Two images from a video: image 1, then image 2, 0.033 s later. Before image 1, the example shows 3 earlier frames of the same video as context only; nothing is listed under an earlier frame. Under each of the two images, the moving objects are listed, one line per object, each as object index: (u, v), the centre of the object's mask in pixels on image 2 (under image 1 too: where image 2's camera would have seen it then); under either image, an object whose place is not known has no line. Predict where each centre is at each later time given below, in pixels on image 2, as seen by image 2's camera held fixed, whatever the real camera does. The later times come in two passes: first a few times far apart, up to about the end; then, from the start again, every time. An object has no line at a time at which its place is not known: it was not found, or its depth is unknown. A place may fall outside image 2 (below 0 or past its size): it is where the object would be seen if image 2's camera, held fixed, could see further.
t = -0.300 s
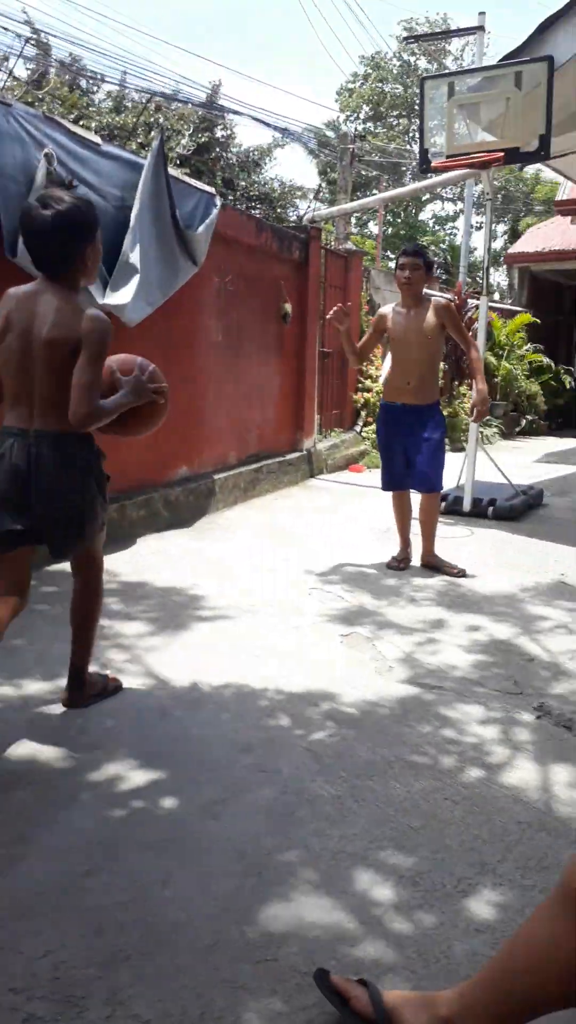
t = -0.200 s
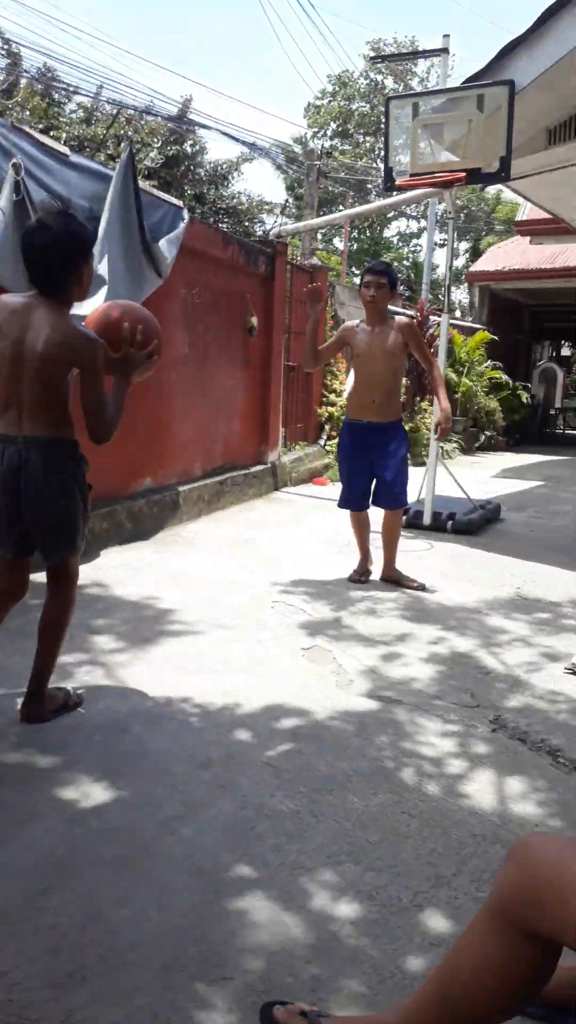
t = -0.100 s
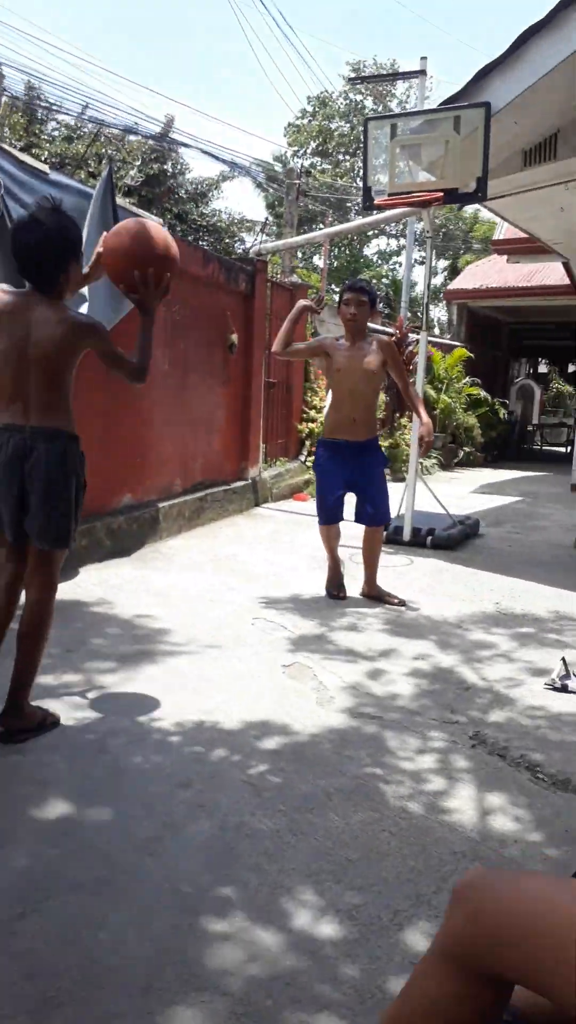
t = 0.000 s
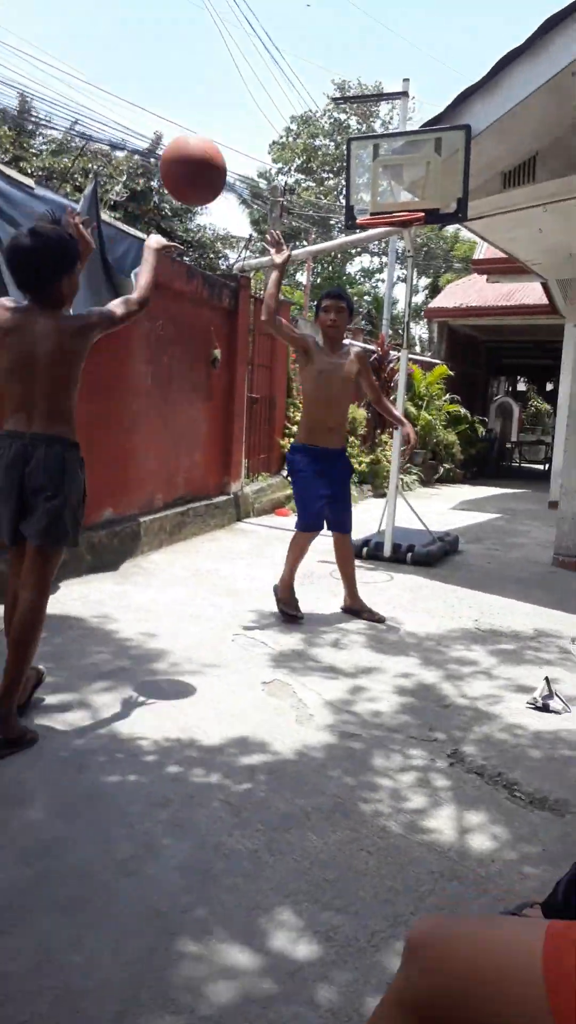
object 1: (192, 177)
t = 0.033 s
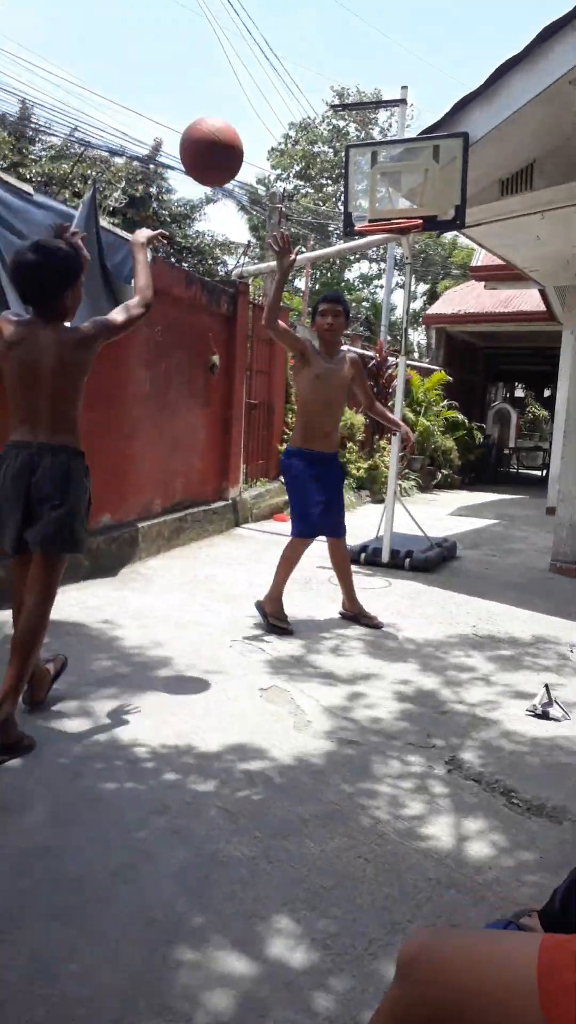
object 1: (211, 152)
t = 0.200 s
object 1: (287, 91)
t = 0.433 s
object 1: (351, 117)
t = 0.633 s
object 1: (383, 196)
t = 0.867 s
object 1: (399, 209)
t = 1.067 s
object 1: (423, 209)
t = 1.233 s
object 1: (440, 253)
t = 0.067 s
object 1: (229, 132)
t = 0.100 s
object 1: (246, 118)
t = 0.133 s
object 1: (261, 105)
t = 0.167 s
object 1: (275, 96)
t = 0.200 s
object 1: (287, 91)
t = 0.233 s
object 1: (299, 89)
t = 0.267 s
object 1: (309, 89)
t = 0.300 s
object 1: (319, 92)
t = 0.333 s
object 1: (328, 95)
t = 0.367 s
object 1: (336, 102)
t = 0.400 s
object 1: (343, 109)
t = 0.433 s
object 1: (351, 117)
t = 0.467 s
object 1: (357, 127)
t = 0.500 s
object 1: (363, 140)
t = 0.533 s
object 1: (369, 153)
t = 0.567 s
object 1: (375, 167)
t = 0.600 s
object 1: (381, 183)
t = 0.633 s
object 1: (383, 196)
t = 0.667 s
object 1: (379, 203)
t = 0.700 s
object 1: (374, 209)
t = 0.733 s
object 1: (374, 214)
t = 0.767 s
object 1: (379, 212)
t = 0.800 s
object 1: (386, 211)
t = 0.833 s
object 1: (393, 210)
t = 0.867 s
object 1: (399, 209)
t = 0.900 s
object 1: (404, 207)
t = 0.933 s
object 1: (408, 204)
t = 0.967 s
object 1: (412, 203)
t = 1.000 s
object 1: (416, 204)
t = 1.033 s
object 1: (420, 206)
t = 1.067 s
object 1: (423, 209)
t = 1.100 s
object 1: (426, 214)
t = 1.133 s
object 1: (430, 221)
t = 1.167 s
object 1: (433, 230)
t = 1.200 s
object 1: (436, 241)
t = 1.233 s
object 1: (440, 253)
